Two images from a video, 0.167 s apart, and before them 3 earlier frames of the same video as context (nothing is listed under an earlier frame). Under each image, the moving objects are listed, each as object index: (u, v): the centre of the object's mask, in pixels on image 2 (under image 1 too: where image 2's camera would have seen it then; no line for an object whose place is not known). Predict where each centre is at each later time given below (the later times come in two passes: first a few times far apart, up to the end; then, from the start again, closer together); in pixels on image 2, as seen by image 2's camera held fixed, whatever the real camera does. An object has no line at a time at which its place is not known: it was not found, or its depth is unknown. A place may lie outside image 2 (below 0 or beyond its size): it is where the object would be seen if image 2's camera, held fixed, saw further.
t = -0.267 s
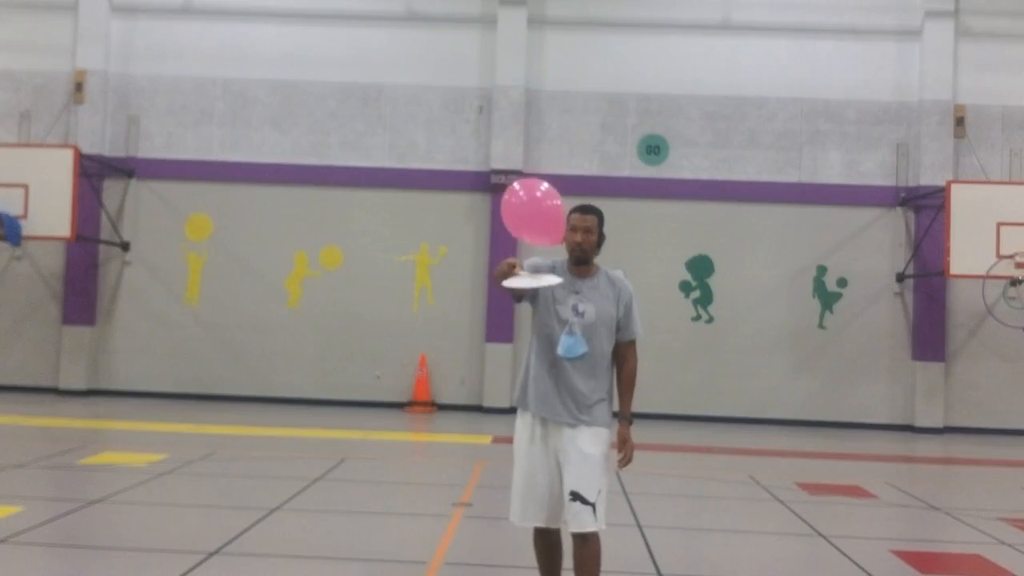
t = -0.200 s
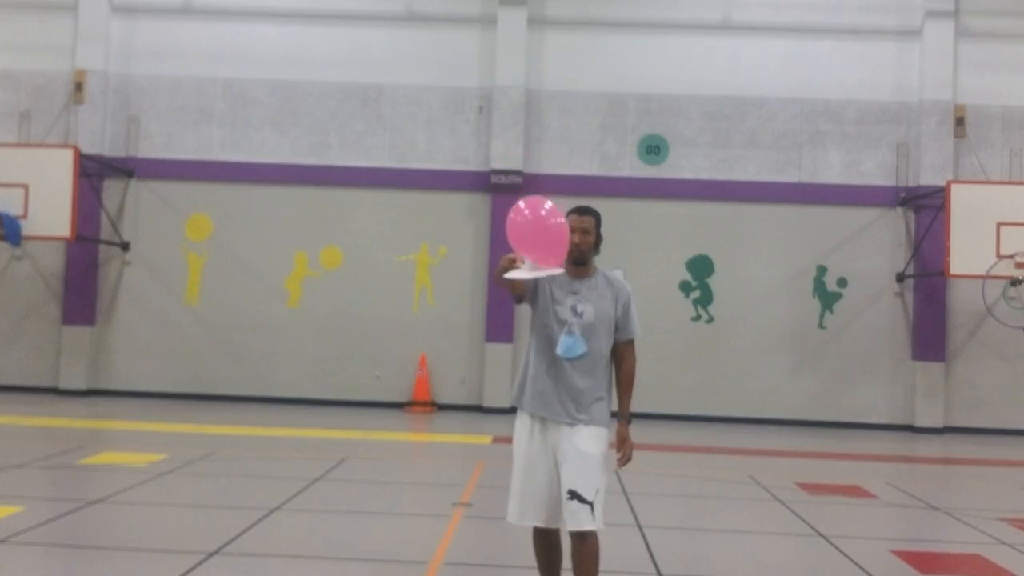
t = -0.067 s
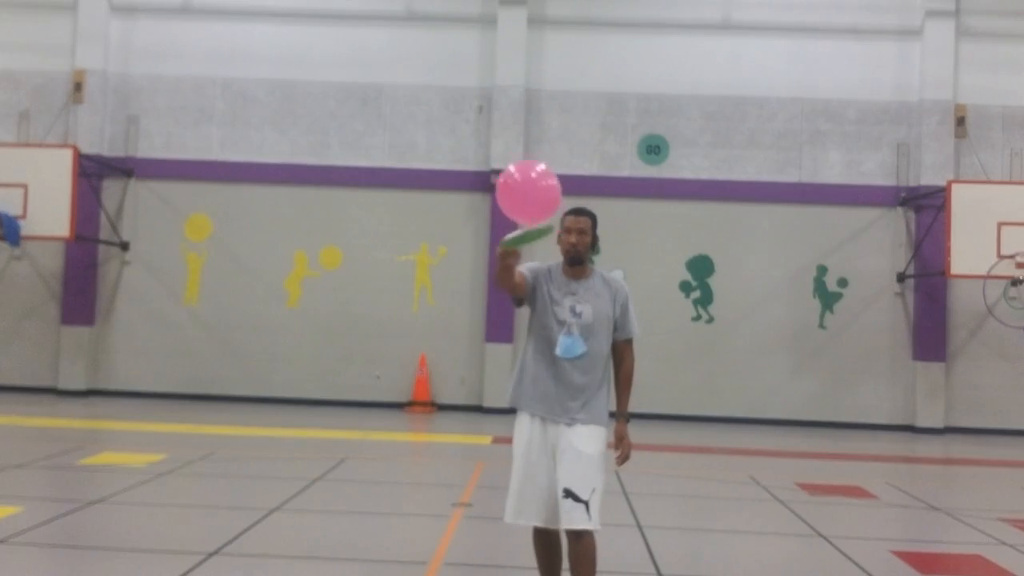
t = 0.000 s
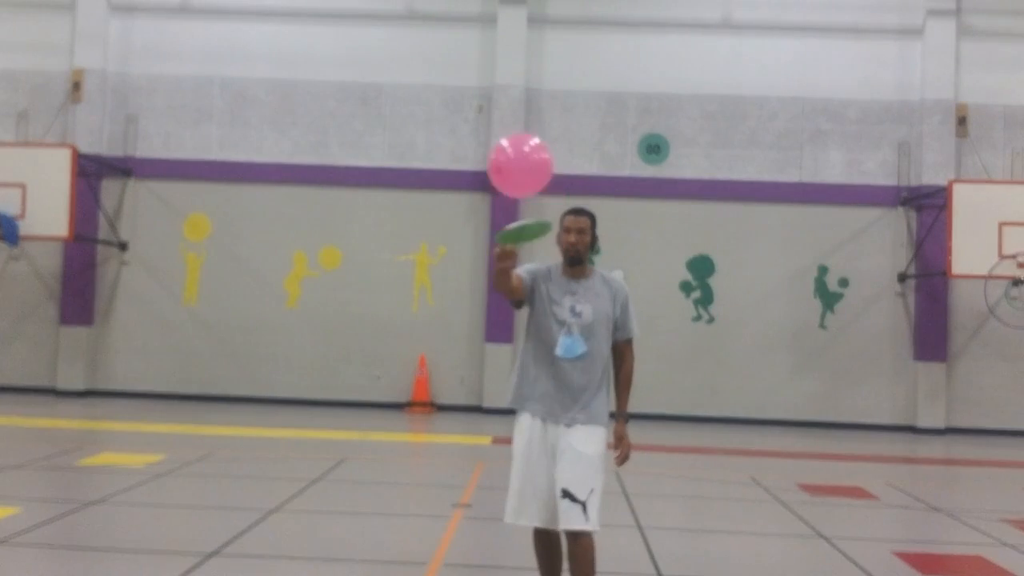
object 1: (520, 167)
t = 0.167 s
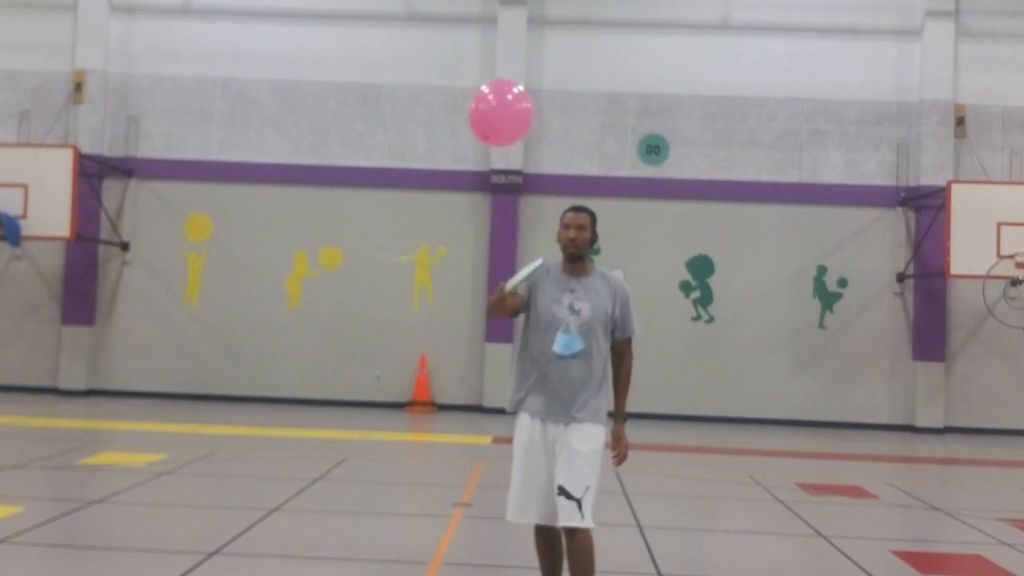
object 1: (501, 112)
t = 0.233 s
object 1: (493, 96)
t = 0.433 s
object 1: (470, 63)
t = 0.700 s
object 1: (442, 53)
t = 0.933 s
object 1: (426, 79)
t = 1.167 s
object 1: (412, 128)
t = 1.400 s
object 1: (402, 194)
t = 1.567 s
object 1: (395, 244)
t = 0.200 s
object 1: (497, 104)
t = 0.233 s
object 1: (493, 96)
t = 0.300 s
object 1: (485, 82)
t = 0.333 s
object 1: (481, 76)
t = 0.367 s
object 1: (477, 71)
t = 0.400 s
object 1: (474, 67)
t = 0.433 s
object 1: (470, 63)
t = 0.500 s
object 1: (462, 57)
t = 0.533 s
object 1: (459, 55)
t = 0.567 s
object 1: (455, 54)
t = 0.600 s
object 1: (452, 53)
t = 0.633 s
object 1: (448, 52)
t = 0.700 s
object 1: (442, 53)
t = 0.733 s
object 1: (440, 54)
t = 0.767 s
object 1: (437, 56)
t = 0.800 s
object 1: (435, 59)
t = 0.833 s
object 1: (433, 63)
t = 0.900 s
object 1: (428, 73)
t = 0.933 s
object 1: (426, 79)
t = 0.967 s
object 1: (424, 84)
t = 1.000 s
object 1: (422, 90)
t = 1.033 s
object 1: (420, 96)
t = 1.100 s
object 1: (416, 111)
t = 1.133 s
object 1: (414, 119)
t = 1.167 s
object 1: (412, 128)
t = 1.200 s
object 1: (411, 137)
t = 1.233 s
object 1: (409, 146)
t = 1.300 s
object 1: (406, 165)
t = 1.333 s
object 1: (405, 175)
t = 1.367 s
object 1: (403, 184)
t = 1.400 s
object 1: (402, 194)
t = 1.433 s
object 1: (400, 203)
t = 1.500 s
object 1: (398, 224)
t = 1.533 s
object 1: (397, 234)
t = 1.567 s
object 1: (395, 244)
